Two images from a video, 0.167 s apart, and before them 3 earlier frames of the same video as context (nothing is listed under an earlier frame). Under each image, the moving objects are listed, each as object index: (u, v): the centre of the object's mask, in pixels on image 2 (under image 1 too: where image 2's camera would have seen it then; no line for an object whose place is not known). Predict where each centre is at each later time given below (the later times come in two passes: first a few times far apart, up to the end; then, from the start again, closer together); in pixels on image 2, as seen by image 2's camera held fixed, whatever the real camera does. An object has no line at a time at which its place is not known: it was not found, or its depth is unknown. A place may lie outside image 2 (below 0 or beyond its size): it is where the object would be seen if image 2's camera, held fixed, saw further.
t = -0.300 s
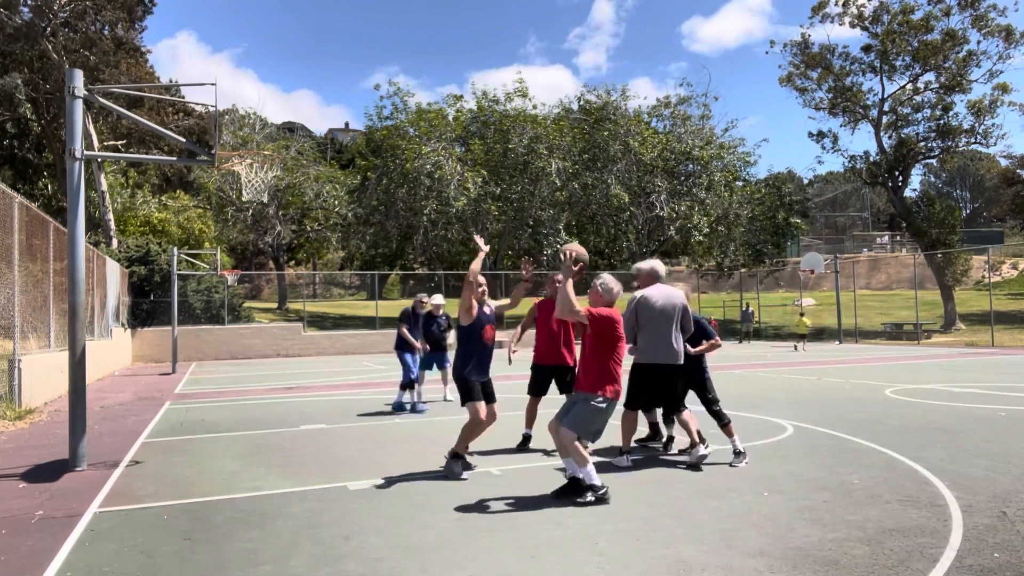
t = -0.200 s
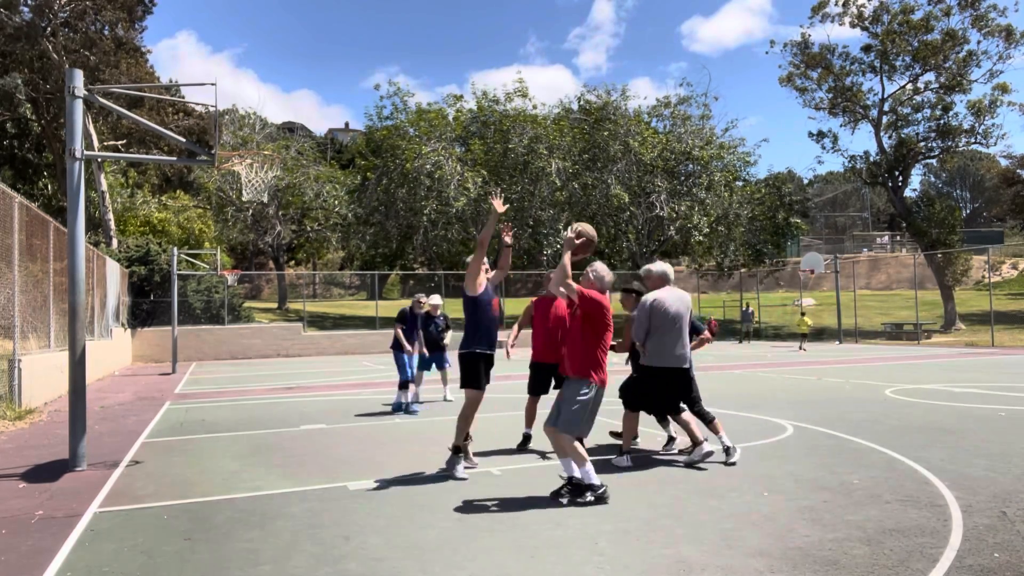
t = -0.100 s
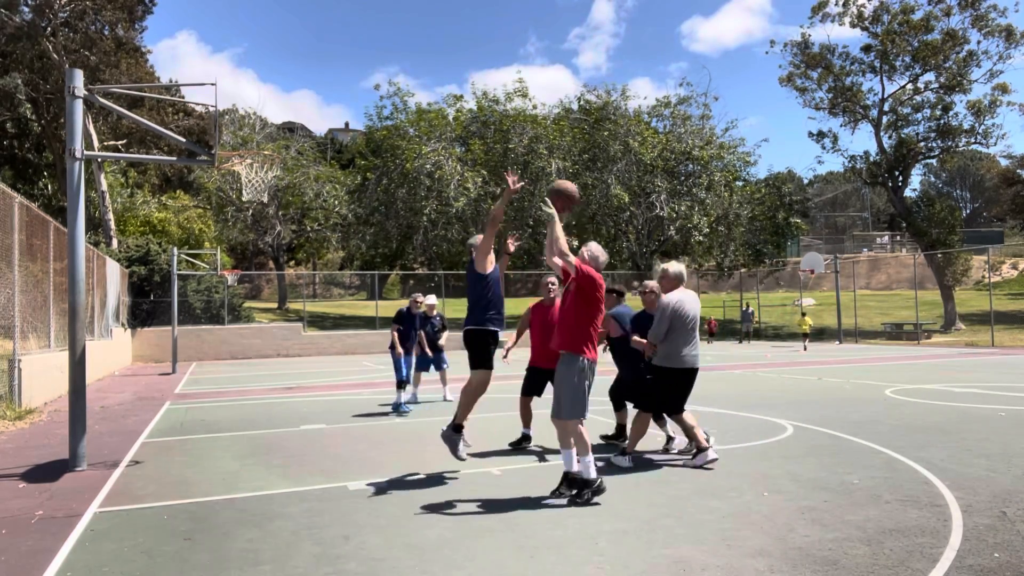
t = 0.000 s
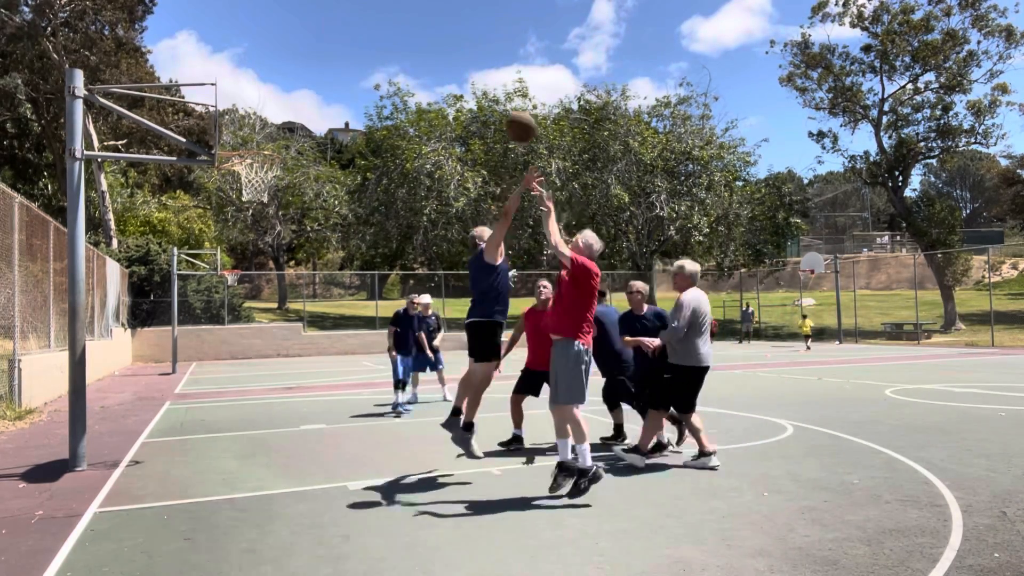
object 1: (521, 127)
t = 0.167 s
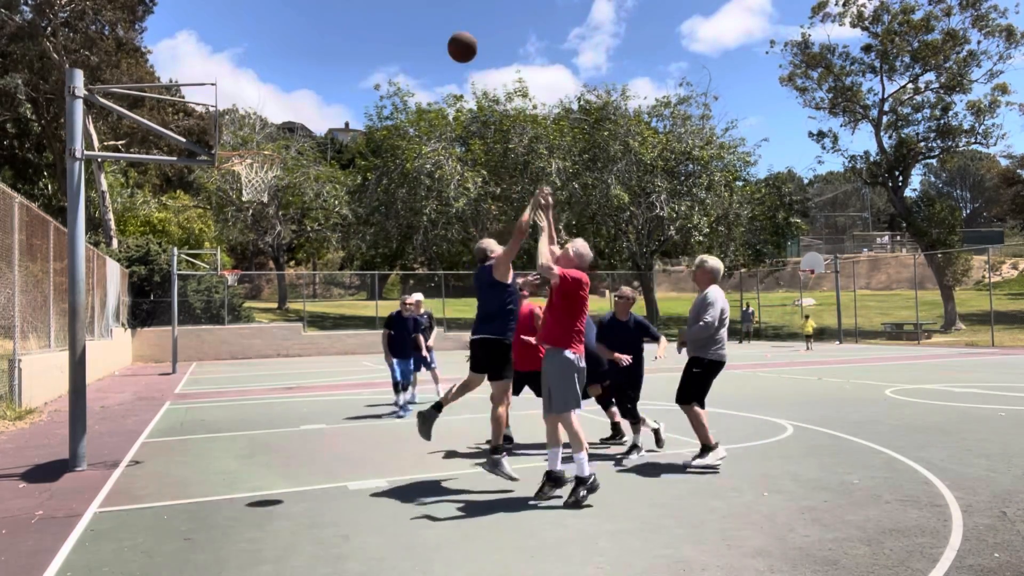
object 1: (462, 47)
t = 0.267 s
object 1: (430, 18)
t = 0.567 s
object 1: (342, 8)
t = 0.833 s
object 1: (273, 69)
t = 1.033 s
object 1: (232, 159)
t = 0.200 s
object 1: (451, 36)
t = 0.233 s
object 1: (440, 26)
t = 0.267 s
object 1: (430, 18)
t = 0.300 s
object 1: (419, 12)
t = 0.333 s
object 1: (409, 9)
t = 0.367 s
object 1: (399, 7)
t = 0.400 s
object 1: (389, 6)
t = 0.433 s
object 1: (380, 5)
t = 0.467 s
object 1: (370, 5)
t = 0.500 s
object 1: (361, 5)
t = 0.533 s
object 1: (351, 6)
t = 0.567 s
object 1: (342, 8)
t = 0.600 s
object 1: (333, 10)
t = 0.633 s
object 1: (324, 13)
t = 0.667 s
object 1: (315, 20)
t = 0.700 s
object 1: (306, 28)
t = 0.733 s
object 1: (298, 37)
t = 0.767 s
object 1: (289, 47)
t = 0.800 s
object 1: (281, 58)
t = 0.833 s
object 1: (273, 69)
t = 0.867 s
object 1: (265, 82)
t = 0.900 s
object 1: (257, 96)
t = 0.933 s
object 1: (249, 111)
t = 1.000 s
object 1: (234, 144)
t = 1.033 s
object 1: (232, 159)
